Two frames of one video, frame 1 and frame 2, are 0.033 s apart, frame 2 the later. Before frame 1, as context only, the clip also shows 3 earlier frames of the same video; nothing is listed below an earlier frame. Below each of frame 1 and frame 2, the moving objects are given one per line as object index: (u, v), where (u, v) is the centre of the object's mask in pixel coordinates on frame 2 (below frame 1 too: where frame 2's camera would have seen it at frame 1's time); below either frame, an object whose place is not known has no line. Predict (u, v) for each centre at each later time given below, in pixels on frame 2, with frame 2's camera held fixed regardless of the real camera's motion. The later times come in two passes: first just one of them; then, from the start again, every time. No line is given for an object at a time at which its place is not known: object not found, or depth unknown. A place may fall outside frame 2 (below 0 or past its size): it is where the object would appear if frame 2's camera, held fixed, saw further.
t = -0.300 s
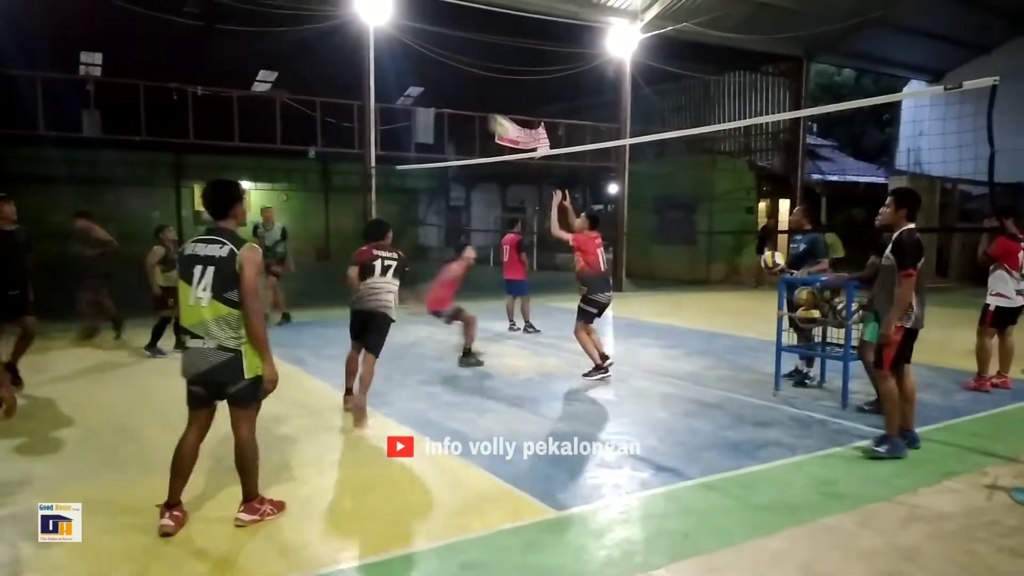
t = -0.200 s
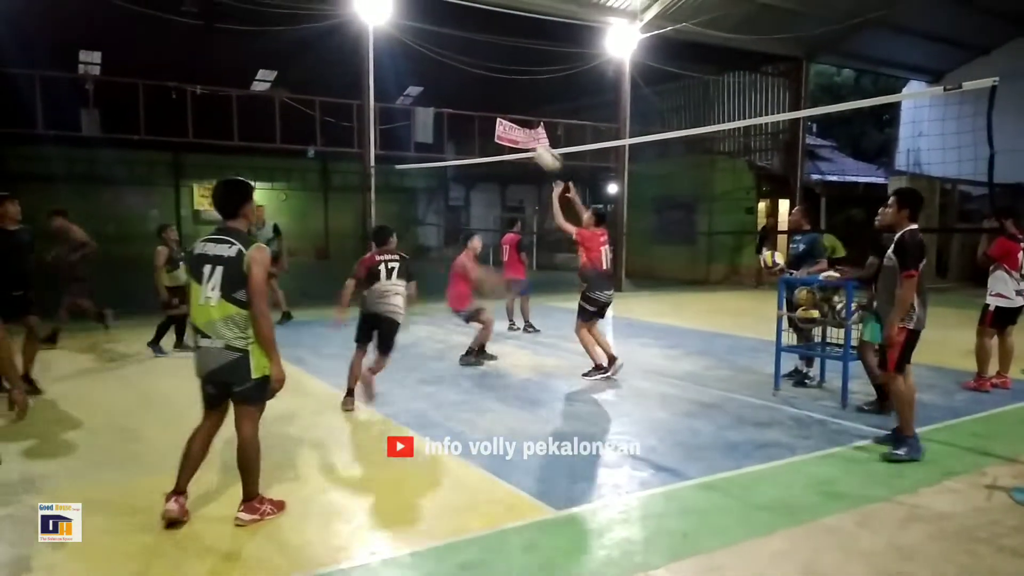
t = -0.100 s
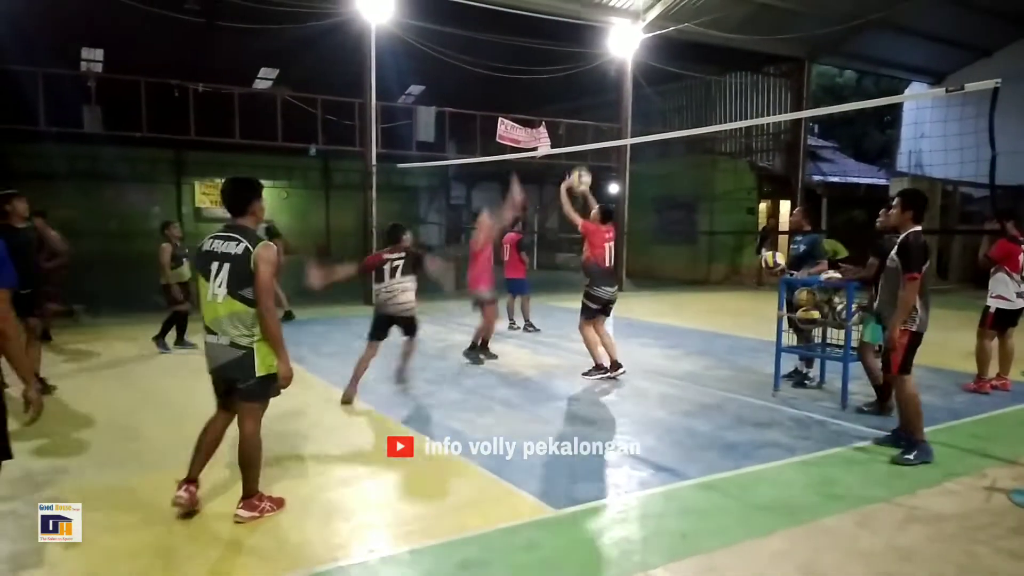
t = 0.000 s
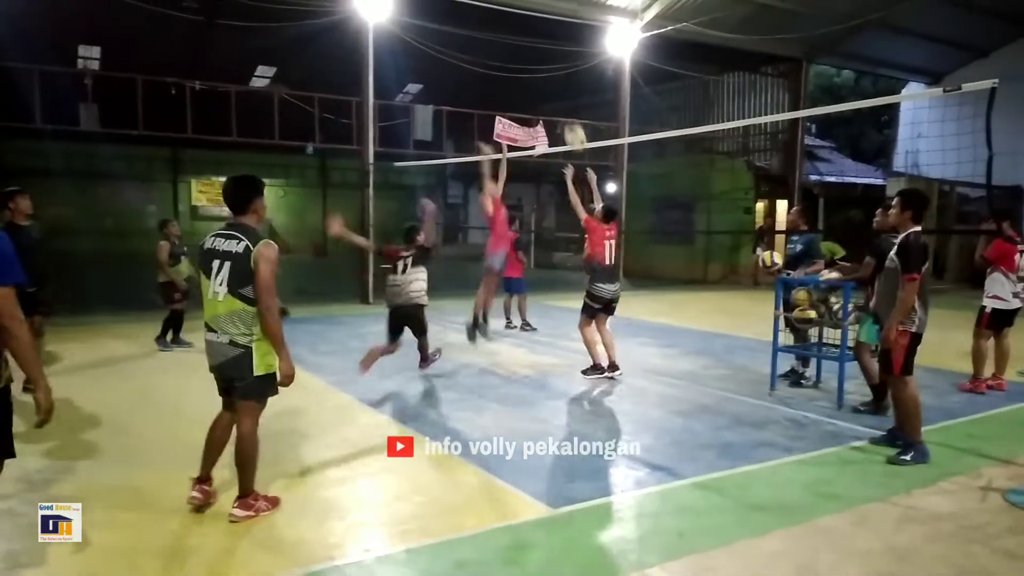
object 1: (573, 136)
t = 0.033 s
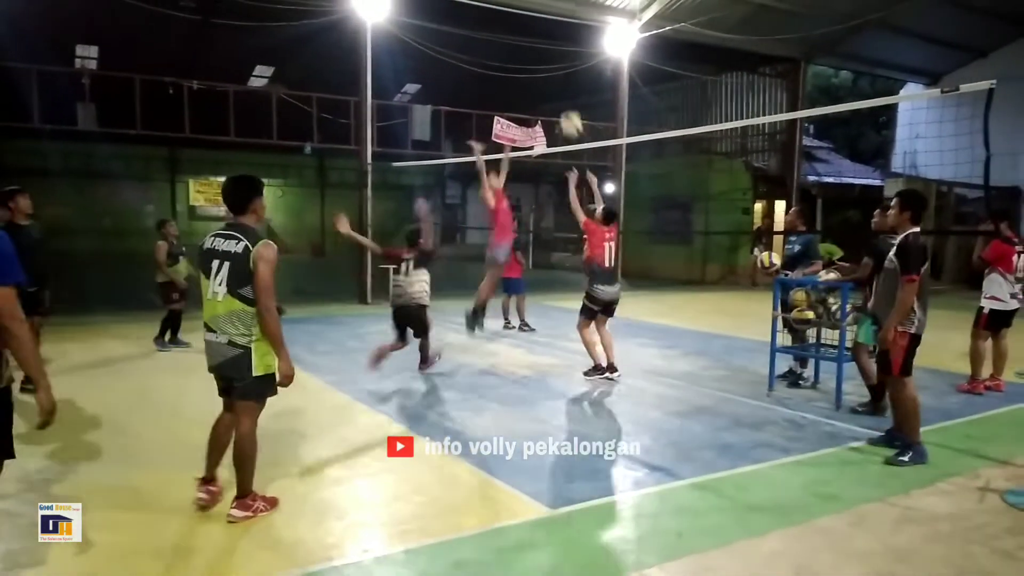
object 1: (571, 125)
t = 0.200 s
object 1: (562, 77)
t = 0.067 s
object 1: (569, 113)
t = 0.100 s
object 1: (567, 102)
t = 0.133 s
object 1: (565, 92)
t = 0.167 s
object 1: (564, 84)
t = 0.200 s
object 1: (562, 77)
